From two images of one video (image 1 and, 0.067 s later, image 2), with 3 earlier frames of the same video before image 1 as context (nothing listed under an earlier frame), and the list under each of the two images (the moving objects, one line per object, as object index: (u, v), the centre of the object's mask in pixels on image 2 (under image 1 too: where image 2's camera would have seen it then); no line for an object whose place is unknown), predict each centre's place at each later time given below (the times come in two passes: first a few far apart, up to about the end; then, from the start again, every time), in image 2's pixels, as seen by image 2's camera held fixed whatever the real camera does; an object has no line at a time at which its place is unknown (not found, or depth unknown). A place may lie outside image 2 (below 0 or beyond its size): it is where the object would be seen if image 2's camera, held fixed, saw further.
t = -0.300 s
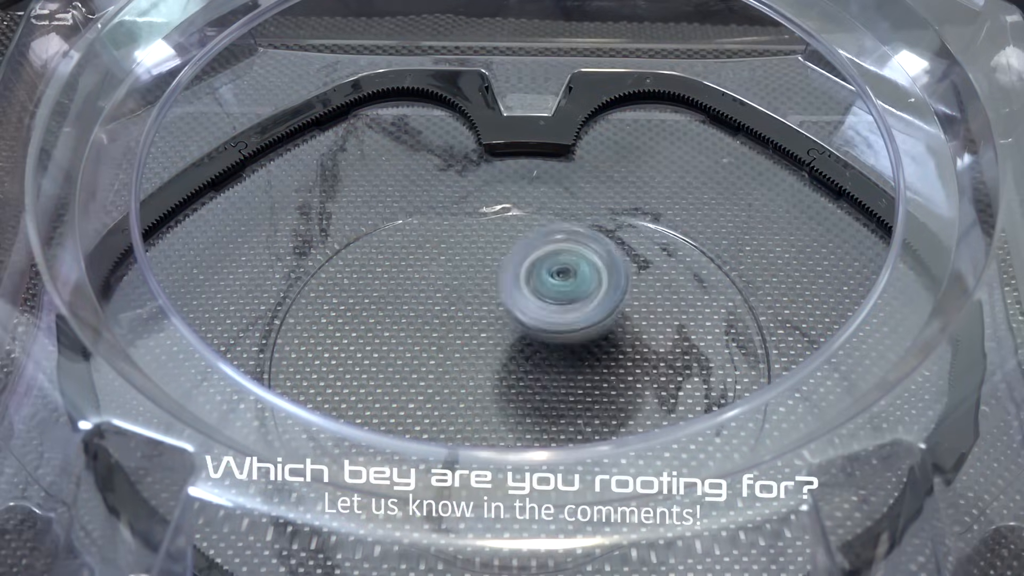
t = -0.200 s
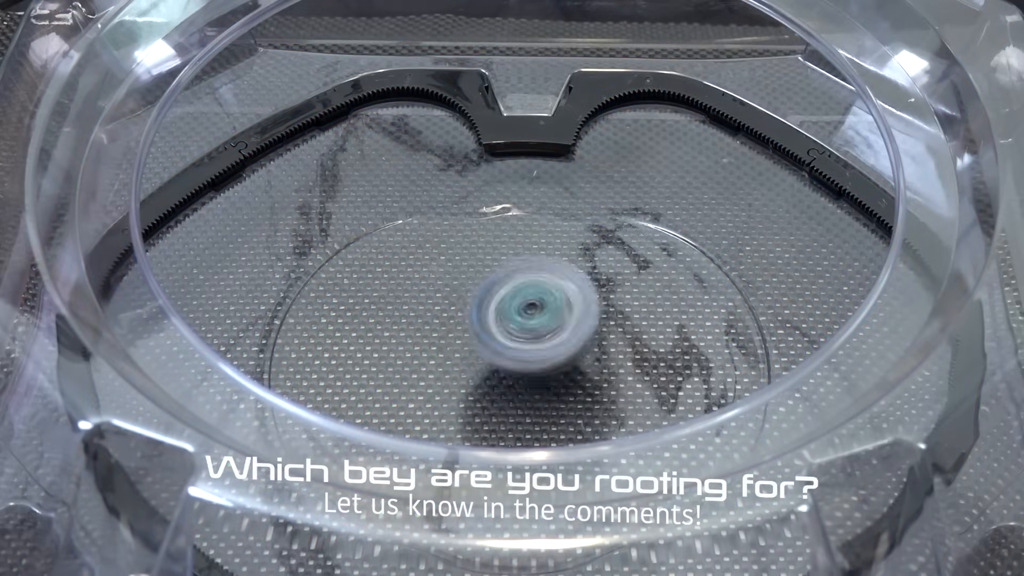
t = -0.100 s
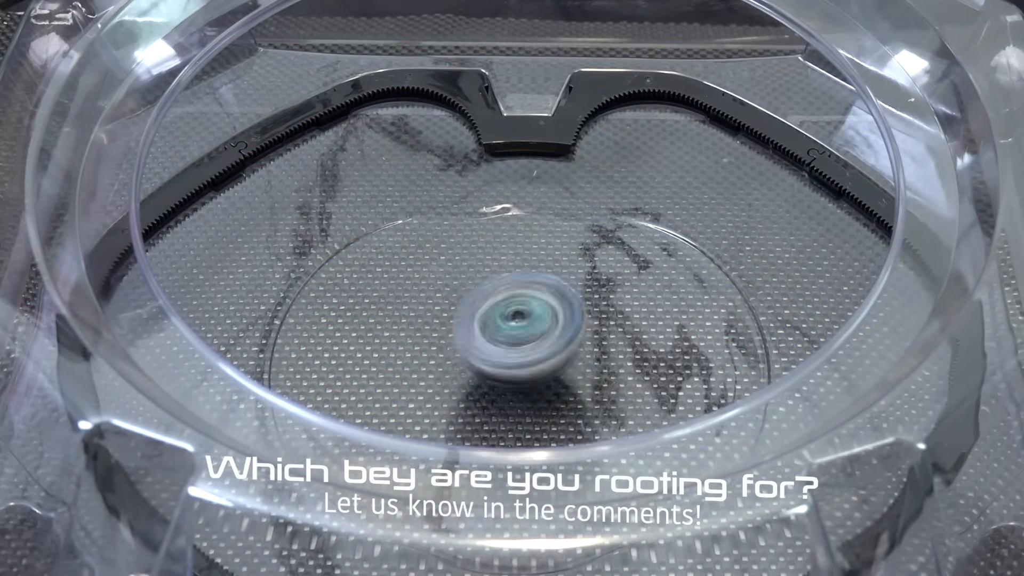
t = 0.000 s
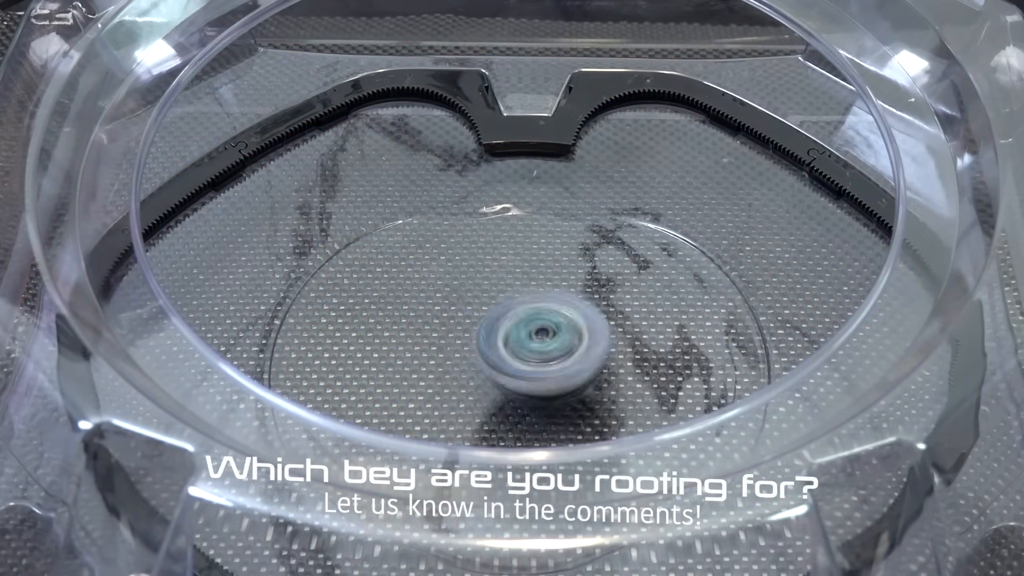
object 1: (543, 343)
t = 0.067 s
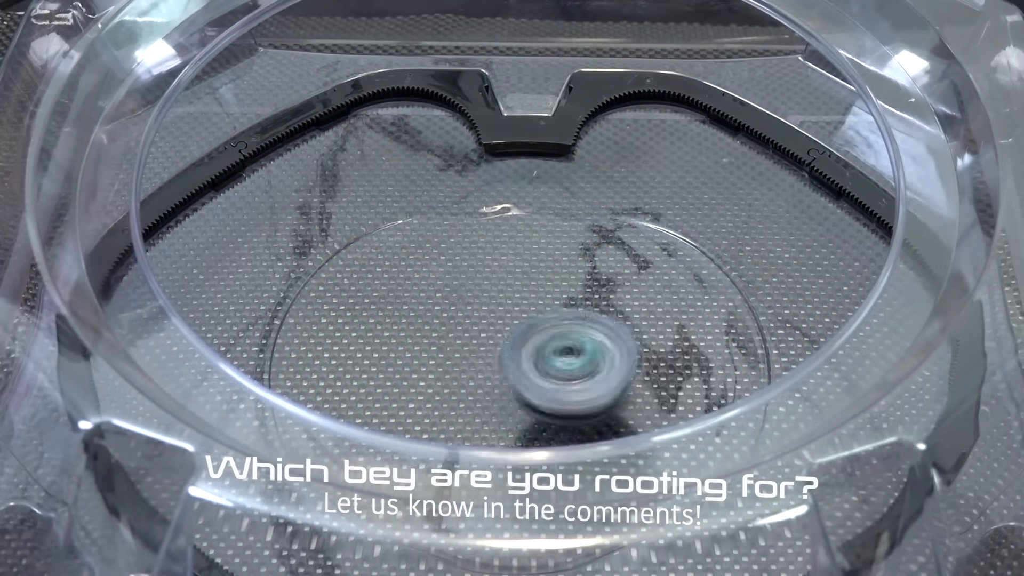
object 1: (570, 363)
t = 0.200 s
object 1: (597, 381)
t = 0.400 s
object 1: (535, 369)
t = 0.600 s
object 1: (533, 341)
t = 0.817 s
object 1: (468, 375)
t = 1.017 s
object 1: (498, 332)
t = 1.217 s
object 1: (516, 350)
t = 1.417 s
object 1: (491, 299)
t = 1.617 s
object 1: (543, 329)
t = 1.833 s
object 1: (503, 341)
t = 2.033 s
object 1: (586, 331)
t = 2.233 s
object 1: (550, 361)
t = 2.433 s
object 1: (509, 310)
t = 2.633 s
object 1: (535, 353)
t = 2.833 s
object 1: (489, 367)
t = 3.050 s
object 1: (533, 310)
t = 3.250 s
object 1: (539, 348)
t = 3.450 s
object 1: (474, 340)
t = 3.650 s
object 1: (547, 323)
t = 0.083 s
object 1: (578, 368)
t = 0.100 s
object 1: (584, 369)
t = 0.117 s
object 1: (588, 372)
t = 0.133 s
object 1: (593, 375)
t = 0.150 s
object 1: (595, 375)
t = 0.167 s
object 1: (598, 378)
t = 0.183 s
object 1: (598, 377)
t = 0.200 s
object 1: (597, 381)
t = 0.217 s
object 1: (597, 381)
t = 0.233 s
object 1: (593, 384)
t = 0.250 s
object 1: (592, 383)
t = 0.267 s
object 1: (585, 384)
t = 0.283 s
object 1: (581, 385)
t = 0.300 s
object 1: (574, 385)
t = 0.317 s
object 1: (570, 385)
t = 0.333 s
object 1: (561, 382)
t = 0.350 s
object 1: (555, 383)
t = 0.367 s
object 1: (546, 376)
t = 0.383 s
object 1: (539, 376)
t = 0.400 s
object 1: (535, 369)
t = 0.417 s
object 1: (528, 368)
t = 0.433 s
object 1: (525, 360)
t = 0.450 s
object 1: (520, 357)
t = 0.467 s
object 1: (521, 351)
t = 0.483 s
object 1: (520, 344)
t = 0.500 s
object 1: (523, 341)
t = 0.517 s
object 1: (523, 340)
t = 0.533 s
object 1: (527, 339)
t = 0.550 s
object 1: (530, 341)
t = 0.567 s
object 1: (532, 339)
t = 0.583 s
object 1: (534, 340)
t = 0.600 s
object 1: (533, 341)
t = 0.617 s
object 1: (536, 346)
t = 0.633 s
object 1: (533, 349)
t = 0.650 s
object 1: (535, 356)
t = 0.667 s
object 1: (530, 359)
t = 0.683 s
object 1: (530, 366)
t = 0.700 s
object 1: (522, 369)
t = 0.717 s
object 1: (518, 375)
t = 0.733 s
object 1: (508, 375)
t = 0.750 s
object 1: (502, 380)
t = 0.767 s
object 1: (492, 377)
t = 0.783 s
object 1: (486, 380)
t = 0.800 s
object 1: (475, 376)
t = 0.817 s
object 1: (468, 375)
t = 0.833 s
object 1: (462, 369)
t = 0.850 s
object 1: (457, 368)
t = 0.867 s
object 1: (454, 359)
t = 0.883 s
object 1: (451, 356)
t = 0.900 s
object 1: (455, 346)
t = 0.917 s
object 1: (456, 343)
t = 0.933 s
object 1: (463, 337)
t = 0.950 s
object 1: (467, 335)
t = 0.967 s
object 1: (476, 332)
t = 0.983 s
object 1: (482, 332)
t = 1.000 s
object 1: (493, 332)
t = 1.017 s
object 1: (498, 332)
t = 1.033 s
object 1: (507, 336)
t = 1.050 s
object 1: (511, 338)
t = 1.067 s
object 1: (520, 344)
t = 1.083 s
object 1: (521, 345)
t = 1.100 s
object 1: (529, 351)
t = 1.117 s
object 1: (527, 351)
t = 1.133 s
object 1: (531, 357)
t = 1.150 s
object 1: (528, 356)
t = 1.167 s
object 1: (529, 357)
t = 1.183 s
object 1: (524, 355)
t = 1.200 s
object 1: (523, 352)
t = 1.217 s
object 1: (516, 350)
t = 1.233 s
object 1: (513, 346)
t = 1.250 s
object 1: (506, 344)
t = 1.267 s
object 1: (503, 340)
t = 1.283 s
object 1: (495, 337)
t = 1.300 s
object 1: (494, 332)
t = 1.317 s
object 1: (487, 330)
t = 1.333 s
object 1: (487, 322)
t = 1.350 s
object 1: (483, 321)
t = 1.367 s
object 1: (484, 310)
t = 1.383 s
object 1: (484, 310)
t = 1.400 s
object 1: (489, 300)
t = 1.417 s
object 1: (491, 299)
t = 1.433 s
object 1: (498, 296)
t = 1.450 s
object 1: (501, 291)
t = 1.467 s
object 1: (509, 291)
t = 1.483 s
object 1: (516, 290)
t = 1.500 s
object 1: (525, 292)
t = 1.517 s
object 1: (531, 294)
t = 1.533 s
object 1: (537, 299)
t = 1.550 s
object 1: (542, 303)
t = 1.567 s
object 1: (543, 307)
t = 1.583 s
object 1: (545, 316)
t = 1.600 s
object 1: (544, 319)
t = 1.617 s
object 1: (543, 329)
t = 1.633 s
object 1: (539, 332)
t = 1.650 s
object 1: (535, 342)
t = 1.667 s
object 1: (528, 342)
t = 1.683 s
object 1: (525, 348)
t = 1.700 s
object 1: (516, 349)
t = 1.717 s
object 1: (511, 351)
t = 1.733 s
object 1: (503, 351)
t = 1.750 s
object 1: (501, 350)
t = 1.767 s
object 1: (496, 352)
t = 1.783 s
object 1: (496, 347)
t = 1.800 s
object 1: (495, 348)
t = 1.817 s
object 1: (499, 343)
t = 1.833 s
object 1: (503, 341)
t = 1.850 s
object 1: (508, 338)
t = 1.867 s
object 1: (514, 335)
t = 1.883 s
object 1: (518, 331)
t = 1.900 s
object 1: (529, 330)
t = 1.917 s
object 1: (535, 327)
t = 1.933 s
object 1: (547, 326)
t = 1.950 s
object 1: (551, 324)
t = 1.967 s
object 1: (562, 325)
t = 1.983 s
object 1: (567, 326)
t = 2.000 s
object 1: (577, 328)
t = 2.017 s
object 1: (582, 329)
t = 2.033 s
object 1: (586, 331)
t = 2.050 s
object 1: (592, 335)
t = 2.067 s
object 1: (593, 335)
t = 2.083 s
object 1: (598, 344)
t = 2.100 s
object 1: (595, 344)
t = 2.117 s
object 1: (597, 351)
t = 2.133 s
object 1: (590, 353)
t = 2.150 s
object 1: (588, 355)
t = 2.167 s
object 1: (579, 361)
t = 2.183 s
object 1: (573, 357)
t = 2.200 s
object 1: (565, 364)
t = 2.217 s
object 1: (555, 360)
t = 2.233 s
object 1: (550, 361)
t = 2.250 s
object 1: (538, 357)
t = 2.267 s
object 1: (534, 353)
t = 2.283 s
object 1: (523, 353)
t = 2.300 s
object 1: (518, 344)
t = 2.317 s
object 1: (511, 342)
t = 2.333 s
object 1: (508, 336)
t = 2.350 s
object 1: (506, 330)
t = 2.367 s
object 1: (503, 325)
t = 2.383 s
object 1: (505, 320)
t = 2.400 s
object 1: (503, 318)
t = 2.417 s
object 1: (507, 316)
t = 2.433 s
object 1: (509, 310)
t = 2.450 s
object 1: (512, 312)
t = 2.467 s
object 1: (517, 309)
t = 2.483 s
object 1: (519, 309)
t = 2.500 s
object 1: (525, 315)
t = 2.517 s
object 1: (526, 315)
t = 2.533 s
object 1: (532, 320)
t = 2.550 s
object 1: (534, 324)
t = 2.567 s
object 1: (533, 328)
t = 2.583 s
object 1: (537, 337)
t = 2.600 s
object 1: (536, 339)
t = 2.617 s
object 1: (540, 348)
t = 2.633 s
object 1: (535, 353)
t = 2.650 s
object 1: (535, 355)
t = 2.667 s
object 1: (532, 366)
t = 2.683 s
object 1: (527, 367)
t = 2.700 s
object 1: (525, 376)
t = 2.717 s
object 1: (516, 377)
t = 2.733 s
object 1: (513, 375)
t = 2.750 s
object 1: (507, 380)
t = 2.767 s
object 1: (500, 377)
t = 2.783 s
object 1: (499, 377)
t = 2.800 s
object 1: (494, 373)
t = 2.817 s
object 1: (493, 367)
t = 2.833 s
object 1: (489, 367)
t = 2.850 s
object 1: (488, 361)
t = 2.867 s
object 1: (491, 355)
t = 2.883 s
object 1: (489, 350)
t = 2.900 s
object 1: (492, 343)
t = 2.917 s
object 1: (493, 340)
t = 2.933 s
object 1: (496, 336)
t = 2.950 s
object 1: (502, 328)
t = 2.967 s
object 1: (502, 325)
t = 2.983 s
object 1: (510, 322)
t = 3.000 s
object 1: (515, 317)
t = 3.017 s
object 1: (519, 315)
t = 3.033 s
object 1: (530, 313)
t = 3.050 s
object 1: (533, 310)
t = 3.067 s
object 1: (542, 312)
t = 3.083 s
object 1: (548, 312)
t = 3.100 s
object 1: (549, 311)
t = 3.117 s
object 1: (556, 316)
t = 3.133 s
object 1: (556, 318)
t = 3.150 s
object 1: (557, 320)
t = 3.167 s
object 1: (557, 329)
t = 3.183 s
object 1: (553, 329)
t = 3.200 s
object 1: (554, 334)
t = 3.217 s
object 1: (546, 340)
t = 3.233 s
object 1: (541, 339)
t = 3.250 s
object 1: (539, 348)
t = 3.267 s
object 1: (528, 351)
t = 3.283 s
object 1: (522, 349)
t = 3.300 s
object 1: (514, 358)
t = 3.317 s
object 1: (502, 358)
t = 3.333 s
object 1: (499, 356)
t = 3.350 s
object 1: (488, 359)
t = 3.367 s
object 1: (481, 354)
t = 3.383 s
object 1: (481, 352)
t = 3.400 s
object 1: (474, 351)
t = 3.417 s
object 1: (473, 345)
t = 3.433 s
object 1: (474, 342)
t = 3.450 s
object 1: (474, 340)
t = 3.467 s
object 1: (478, 334)
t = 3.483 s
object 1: (481, 333)
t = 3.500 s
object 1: (482, 330)
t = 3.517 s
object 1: (491, 329)
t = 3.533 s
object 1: (495, 324)
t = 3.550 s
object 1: (501, 325)
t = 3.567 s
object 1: (511, 324)
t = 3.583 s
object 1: (516, 319)
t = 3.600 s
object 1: (525, 322)
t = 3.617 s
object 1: (535, 322)
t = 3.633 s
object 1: (539, 319)
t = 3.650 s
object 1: (547, 323)
